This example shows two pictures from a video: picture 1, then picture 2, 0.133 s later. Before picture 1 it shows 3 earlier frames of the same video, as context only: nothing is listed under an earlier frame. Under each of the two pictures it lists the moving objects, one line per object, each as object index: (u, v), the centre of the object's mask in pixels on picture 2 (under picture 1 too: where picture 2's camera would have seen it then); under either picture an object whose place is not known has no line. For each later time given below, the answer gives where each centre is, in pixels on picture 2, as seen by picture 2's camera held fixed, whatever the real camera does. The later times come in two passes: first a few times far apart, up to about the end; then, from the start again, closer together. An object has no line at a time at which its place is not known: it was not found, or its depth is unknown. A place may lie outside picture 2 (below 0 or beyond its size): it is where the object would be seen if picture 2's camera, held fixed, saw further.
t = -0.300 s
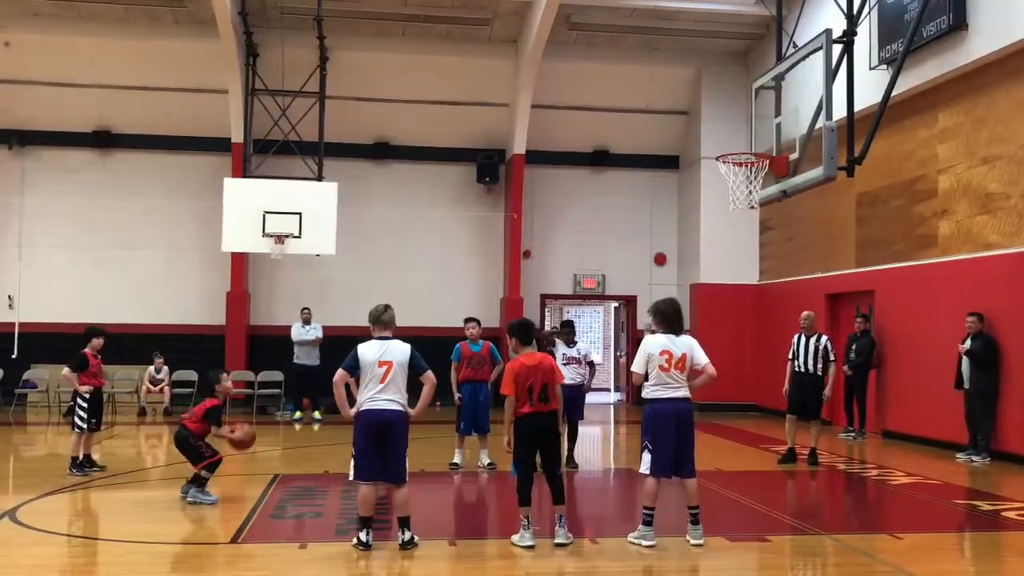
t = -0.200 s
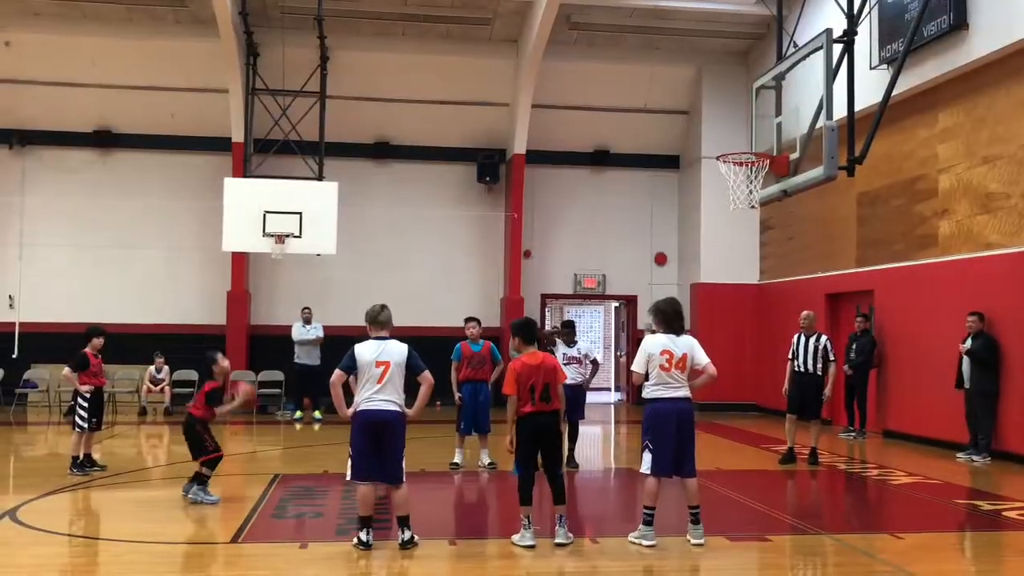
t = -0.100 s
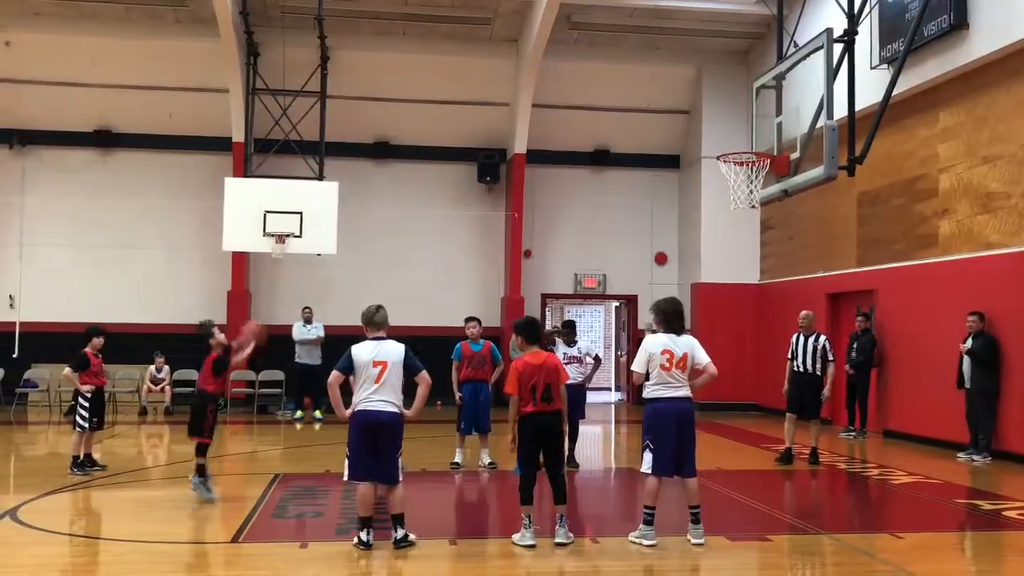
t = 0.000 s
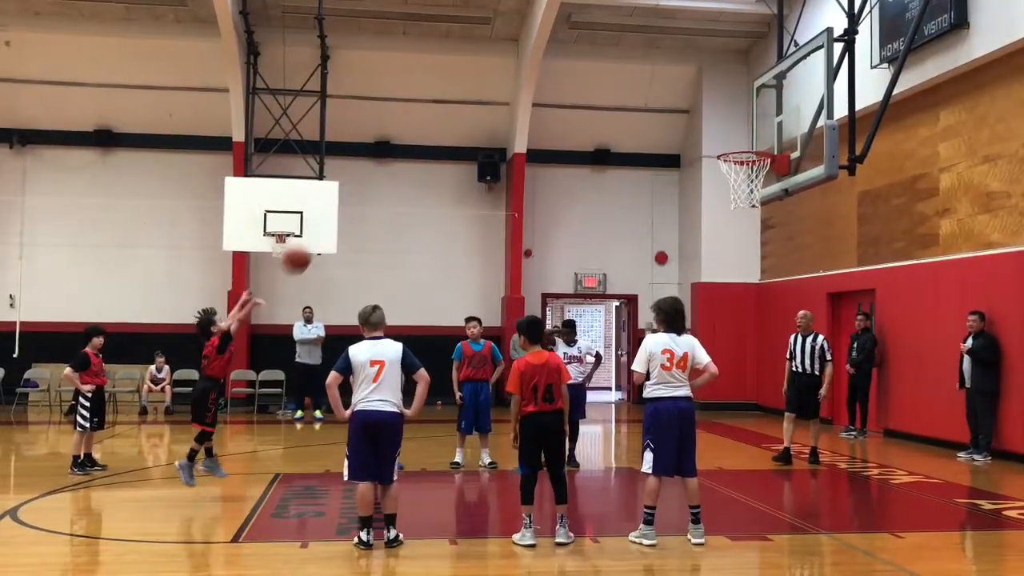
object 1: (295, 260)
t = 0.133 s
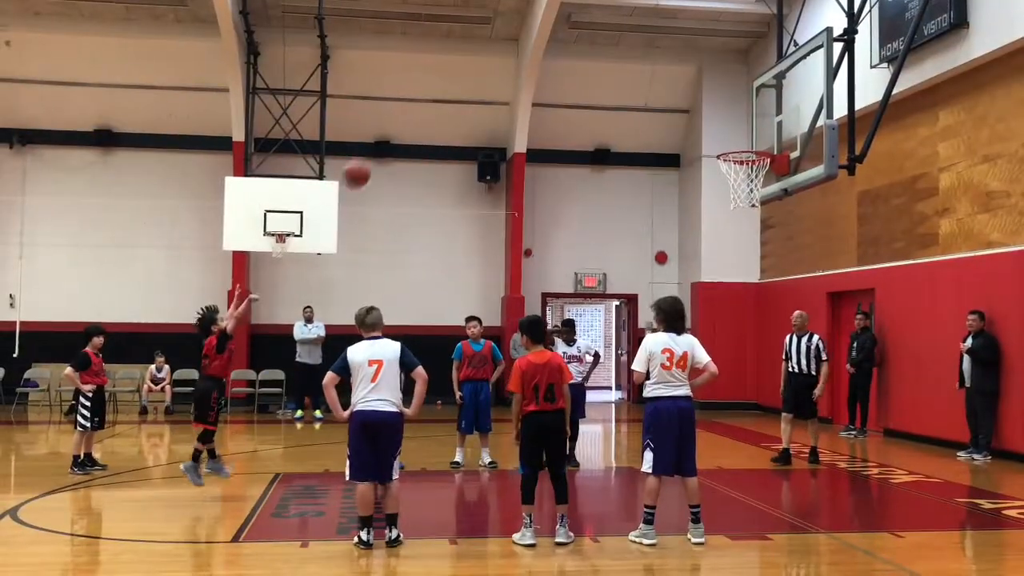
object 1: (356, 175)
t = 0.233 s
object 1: (399, 124)
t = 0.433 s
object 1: (481, 59)
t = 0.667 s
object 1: (573, 40)
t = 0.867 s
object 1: (649, 70)
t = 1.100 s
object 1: (733, 155)
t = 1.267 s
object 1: (774, 205)
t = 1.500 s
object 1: (808, 288)
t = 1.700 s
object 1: (838, 402)
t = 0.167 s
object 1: (371, 154)
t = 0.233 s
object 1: (399, 124)
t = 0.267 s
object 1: (413, 110)
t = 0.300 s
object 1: (427, 97)
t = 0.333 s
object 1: (441, 86)
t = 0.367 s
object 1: (454, 76)
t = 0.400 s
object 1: (468, 67)
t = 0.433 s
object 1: (481, 59)
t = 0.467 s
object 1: (494, 53)
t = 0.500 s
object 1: (507, 47)
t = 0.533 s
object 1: (520, 44)
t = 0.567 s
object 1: (533, 42)
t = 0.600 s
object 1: (548, 39)
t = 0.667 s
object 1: (573, 40)
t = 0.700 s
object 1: (585, 42)
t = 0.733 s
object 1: (598, 45)
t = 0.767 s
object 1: (611, 49)
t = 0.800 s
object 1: (623, 55)
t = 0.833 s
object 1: (635, 62)
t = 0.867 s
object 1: (649, 70)
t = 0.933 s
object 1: (673, 90)
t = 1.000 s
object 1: (698, 113)
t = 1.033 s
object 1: (709, 127)
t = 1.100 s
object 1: (733, 155)
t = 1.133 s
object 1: (744, 169)
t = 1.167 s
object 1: (756, 181)
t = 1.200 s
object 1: (760, 194)
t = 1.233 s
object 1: (769, 197)
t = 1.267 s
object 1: (774, 205)
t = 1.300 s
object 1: (777, 212)
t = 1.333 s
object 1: (782, 222)
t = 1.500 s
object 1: (808, 288)
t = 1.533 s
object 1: (813, 302)
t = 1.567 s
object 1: (818, 320)
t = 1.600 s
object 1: (822, 337)
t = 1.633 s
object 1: (828, 358)
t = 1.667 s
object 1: (834, 379)
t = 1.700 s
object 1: (838, 402)
